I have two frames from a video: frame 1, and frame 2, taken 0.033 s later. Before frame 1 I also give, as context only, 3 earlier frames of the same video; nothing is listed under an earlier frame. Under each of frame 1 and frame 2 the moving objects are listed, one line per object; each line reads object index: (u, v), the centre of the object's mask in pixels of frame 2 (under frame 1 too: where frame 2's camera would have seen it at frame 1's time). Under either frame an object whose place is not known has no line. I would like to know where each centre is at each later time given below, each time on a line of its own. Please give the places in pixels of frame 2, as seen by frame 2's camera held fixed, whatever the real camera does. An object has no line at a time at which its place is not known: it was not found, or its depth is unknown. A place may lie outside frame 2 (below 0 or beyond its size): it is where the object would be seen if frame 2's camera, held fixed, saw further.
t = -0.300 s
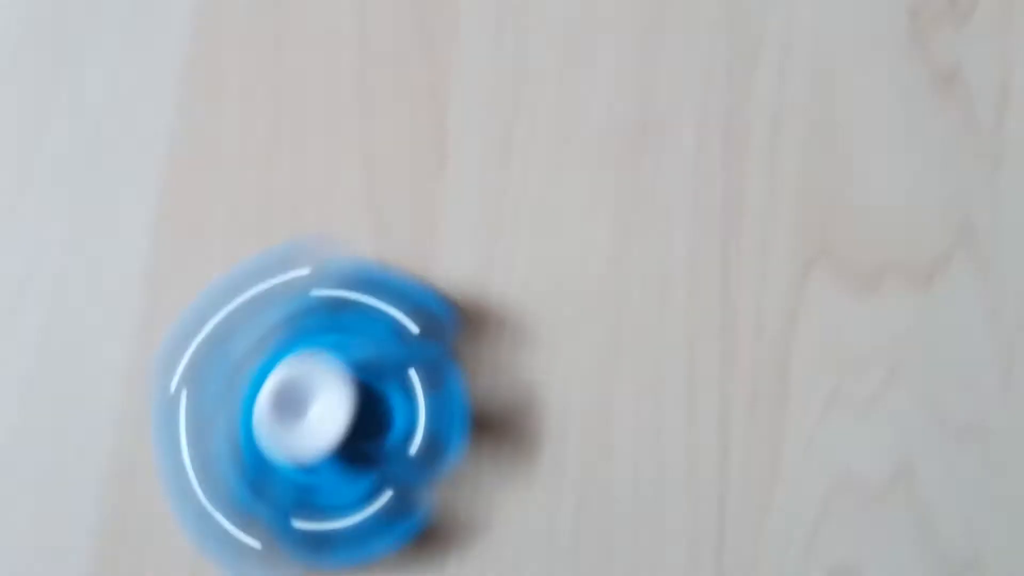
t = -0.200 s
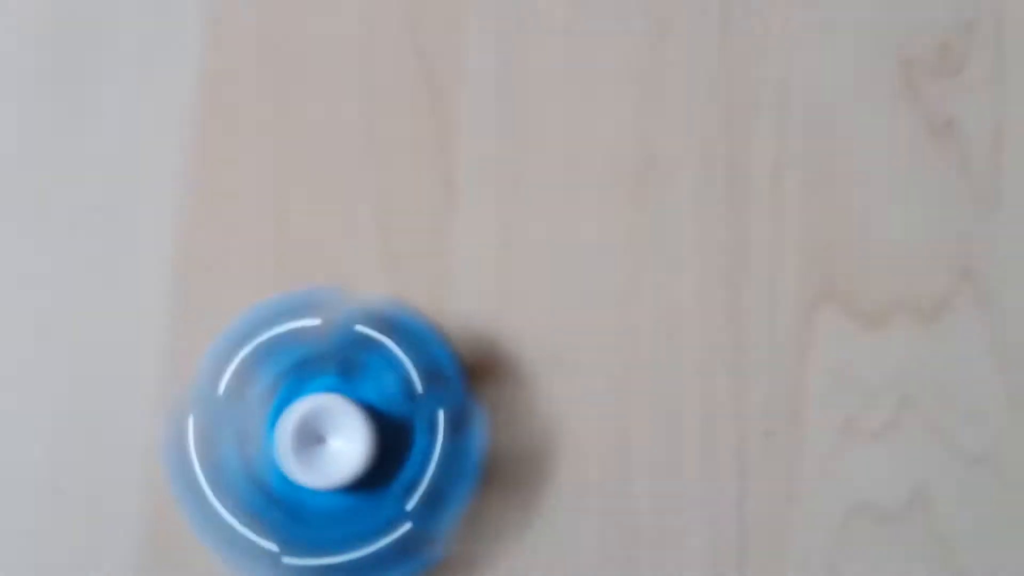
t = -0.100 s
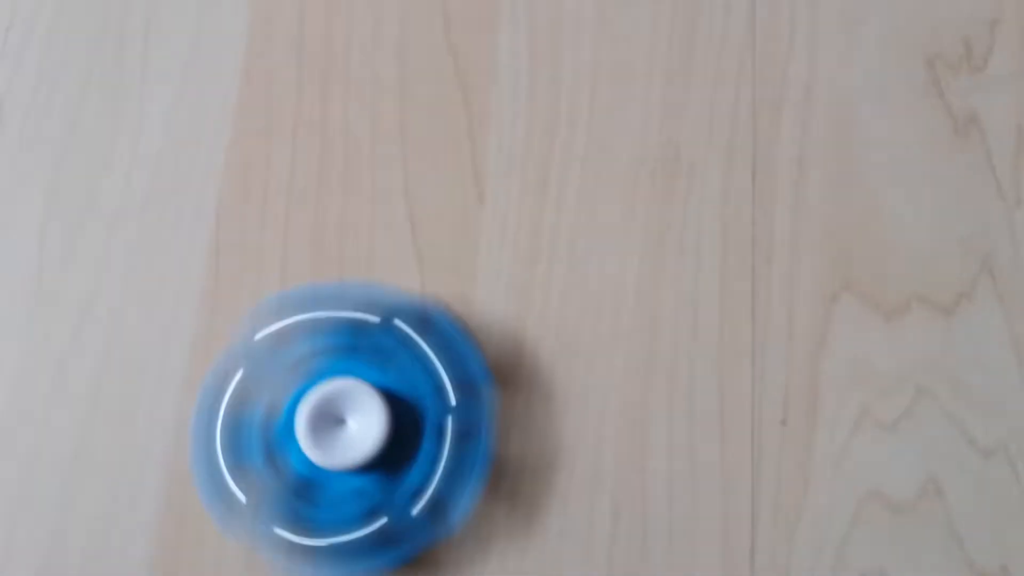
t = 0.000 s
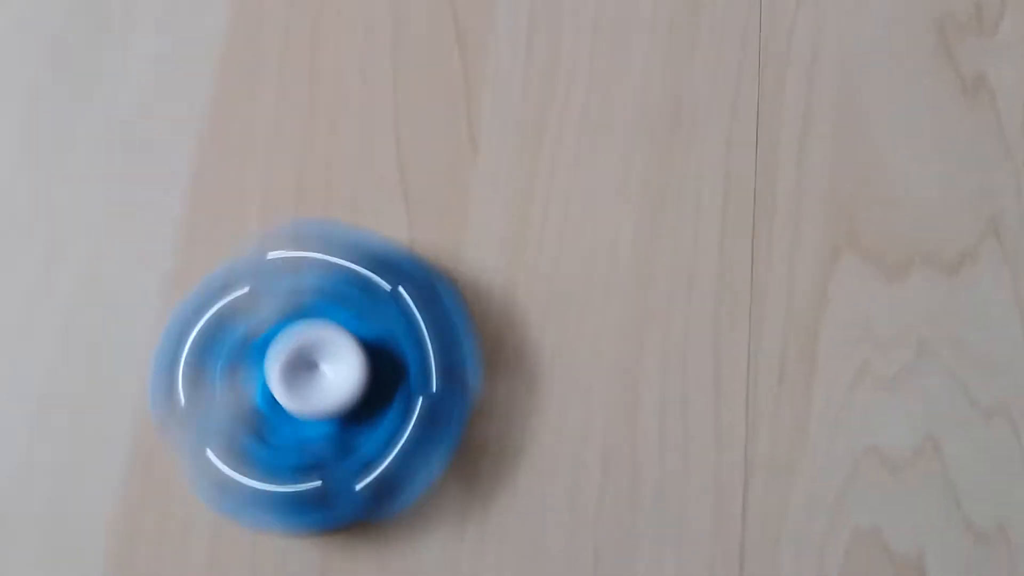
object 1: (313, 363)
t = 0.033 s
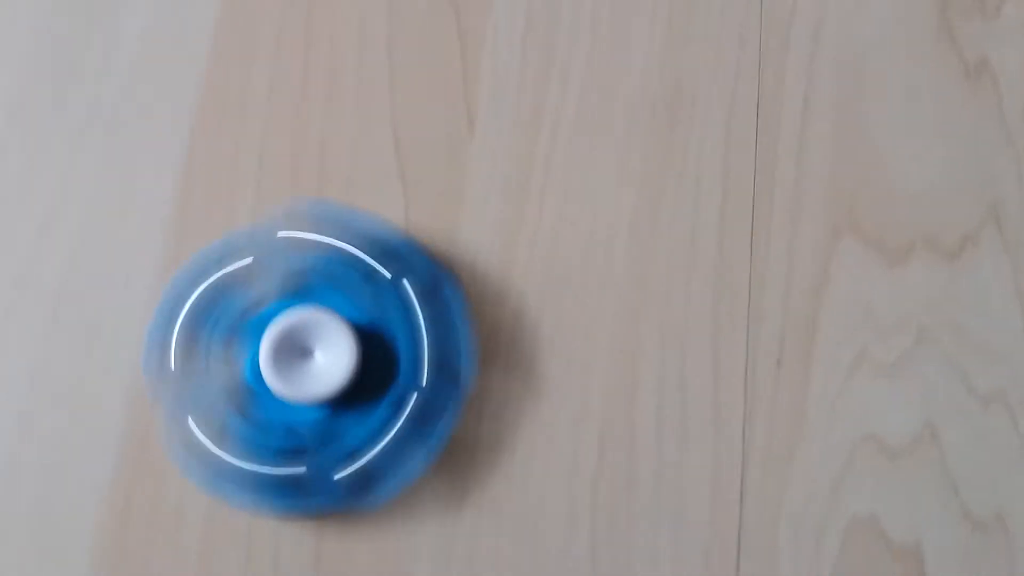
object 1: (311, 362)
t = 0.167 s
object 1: (295, 372)
